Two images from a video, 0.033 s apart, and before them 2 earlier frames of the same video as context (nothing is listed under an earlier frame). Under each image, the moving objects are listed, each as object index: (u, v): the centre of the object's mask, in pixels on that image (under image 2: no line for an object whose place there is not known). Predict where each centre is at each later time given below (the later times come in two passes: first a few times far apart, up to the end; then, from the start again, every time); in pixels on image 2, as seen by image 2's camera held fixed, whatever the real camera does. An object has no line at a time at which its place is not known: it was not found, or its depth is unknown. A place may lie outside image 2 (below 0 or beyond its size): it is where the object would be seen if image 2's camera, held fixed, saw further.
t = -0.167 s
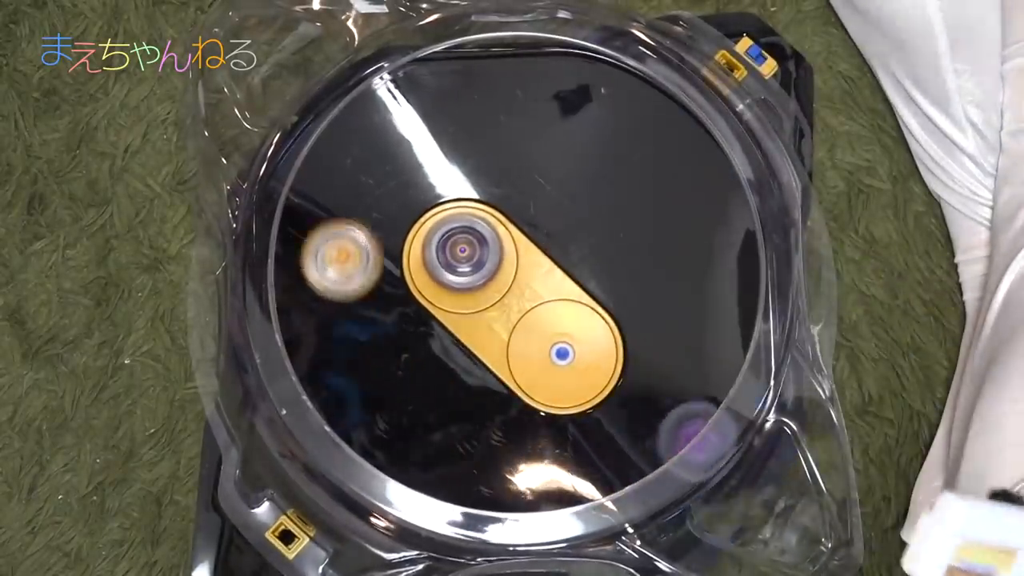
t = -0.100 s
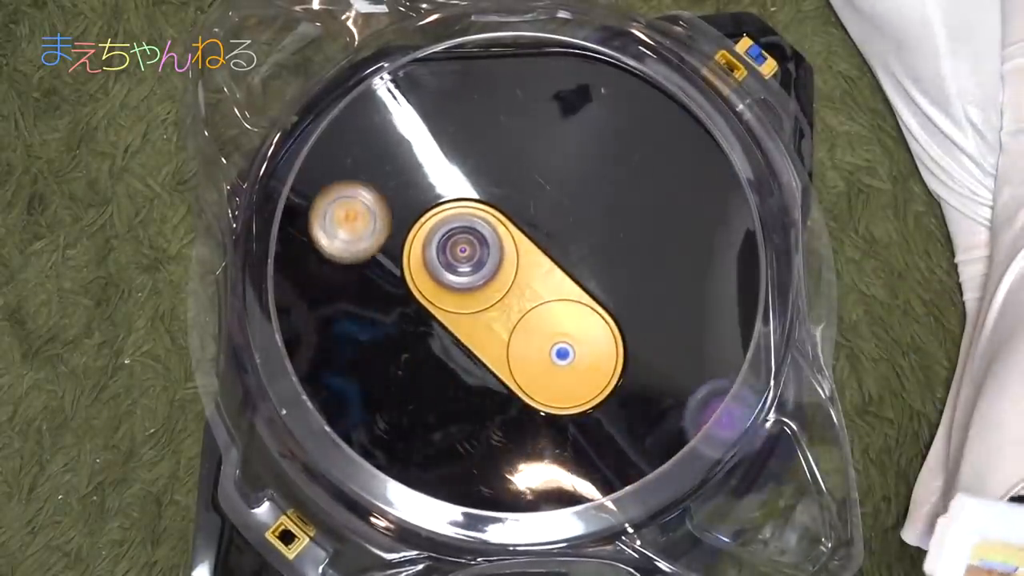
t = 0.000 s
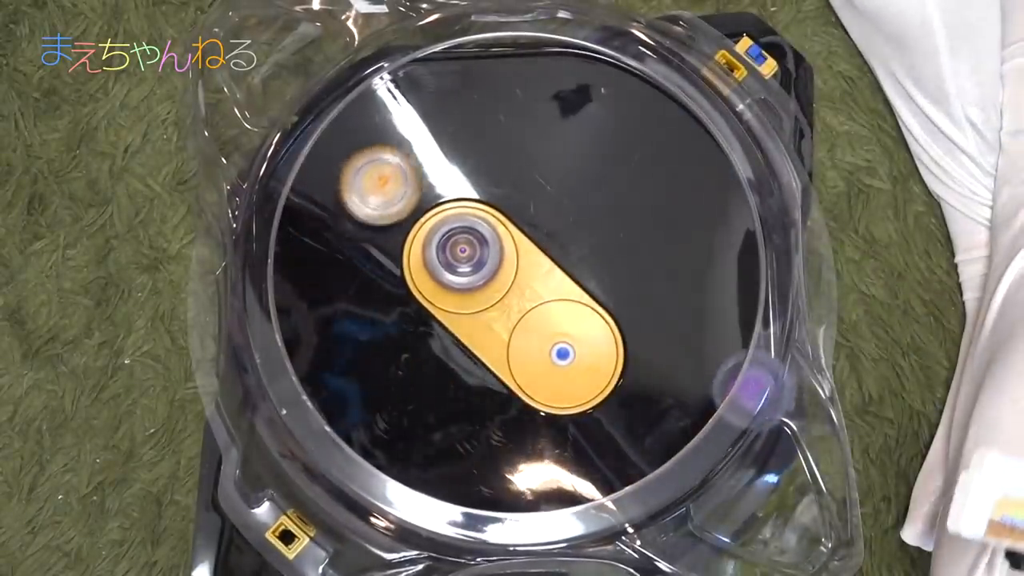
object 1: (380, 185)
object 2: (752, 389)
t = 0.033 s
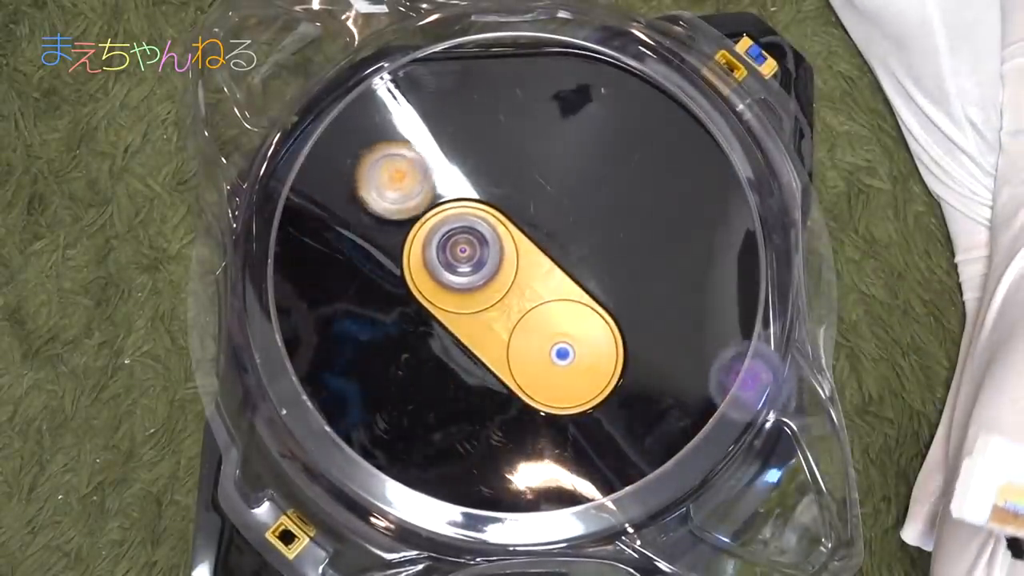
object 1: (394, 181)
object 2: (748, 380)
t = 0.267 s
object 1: (530, 181)
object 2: (635, 369)
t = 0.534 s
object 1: (637, 331)
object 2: (510, 418)
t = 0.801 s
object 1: (643, 454)
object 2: (487, 355)
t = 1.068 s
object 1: (596, 461)
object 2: (454, 349)
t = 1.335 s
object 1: (601, 408)
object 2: (475, 341)
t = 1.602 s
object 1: (603, 346)
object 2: (524, 445)
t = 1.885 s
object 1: (616, 318)
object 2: (705, 403)
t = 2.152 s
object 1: (604, 318)
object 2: (537, 173)
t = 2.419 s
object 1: (583, 297)
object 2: (262, 180)
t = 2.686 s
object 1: (536, 300)
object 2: (410, 122)
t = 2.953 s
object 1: (566, 353)
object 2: (286, 48)
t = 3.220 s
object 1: (563, 346)
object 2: (173, 110)
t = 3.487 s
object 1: (562, 349)
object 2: (132, 136)
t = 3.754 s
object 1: (562, 349)
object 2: (95, 173)
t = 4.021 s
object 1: (562, 349)
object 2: (40, 261)
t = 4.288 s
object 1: (562, 349)
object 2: (81, 331)
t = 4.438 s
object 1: (562, 349)
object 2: (60, 322)
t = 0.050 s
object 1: (402, 180)
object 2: (742, 375)
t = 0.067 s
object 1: (413, 179)
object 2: (737, 371)
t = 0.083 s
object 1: (424, 179)
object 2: (721, 363)
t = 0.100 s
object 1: (434, 178)
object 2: (718, 360)
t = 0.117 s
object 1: (445, 172)
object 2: (714, 358)
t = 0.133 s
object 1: (455, 167)
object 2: (710, 356)
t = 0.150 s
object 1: (464, 163)
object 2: (704, 355)
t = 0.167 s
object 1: (474, 160)
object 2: (697, 354)
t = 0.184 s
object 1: (484, 160)
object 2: (686, 354)
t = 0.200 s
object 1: (492, 161)
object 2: (677, 356)
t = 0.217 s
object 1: (502, 164)
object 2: (667, 358)
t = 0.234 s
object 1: (511, 169)
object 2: (657, 361)
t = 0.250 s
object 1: (520, 174)
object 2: (646, 365)
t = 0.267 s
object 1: (530, 181)
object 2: (635, 369)
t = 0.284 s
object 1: (540, 188)
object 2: (624, 373)
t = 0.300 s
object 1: (550, 197)
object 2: (612, 378)
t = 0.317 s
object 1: (558, 205)
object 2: (602, 384)
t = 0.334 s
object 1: (567, 214)
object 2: (592, 389)
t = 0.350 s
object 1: (575, 223)
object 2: (580, 395)
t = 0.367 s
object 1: (583, 231)
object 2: (570, 399)
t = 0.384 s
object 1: (591, 240)
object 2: (560, 403)
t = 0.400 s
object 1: (597, 249)
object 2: (551, 407)
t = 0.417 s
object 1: (604, 259)
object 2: (542, 411)
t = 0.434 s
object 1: (610, 268)
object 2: (534, 414)
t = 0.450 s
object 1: (616, 278)
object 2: (529, 416)
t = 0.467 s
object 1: (621, 288)
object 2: (523, 417)
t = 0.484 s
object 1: (626, 298)
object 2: (518, 418)
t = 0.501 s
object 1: (630, 308)
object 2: (514, 419)
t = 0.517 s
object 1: (634, 319)
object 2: (512, 419)
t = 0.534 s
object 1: (637, 331)
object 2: (510, 418)
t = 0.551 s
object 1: (639, 343)
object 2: (509, 418)
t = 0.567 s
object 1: (640, 355)
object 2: (509, 416)
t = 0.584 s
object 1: (639, 365)
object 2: (509, 415)
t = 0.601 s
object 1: (639, 375)
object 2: (511, 412)
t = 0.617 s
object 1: (637, 385)
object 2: (514, 410)
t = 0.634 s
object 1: (634, 393)
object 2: (517, 407)
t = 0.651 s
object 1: (631, 401)
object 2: (521, 405)
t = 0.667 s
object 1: (627, 408)
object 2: (527, 401)
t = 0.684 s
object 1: (622, 415)
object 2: (532, 398)
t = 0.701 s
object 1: (620, 421)
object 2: (535, 394)
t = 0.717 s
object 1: (626, 428)
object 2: (527, 388)
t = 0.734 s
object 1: (632, 434)
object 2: (518, 381)
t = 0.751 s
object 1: (636, 439)
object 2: (510, 374)
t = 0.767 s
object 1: (639, 445)
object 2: (502, 368)
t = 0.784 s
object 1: (642, 450)
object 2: (495, 361)
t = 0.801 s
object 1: (643, 454)
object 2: (487, 355)
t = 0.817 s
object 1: (642, 458)
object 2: (481, 349)
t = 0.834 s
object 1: (641, 461)
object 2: (474, 343)
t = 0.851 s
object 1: (639, 464)
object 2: (469, 336)
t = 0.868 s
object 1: (637, 467)
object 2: (462, 335)
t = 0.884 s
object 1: (634, 469)
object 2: (458, 336)
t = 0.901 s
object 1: (631, 471)
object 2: (454, 337)
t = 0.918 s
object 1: (628, 472)
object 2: (452, 337)
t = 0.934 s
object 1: (626, 473)
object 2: (449, 337)
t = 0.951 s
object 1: (623, 474)
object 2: (448, 338)
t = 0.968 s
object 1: (619, 474)
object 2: (447, 339)
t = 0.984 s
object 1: (616, 474)
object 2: (446, 340)
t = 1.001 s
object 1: (612, 473)
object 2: (446, 341)
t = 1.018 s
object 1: (609, 471)
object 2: (447, 343)
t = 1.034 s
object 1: (605, 469)
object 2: (449, 344)
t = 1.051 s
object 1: (600, 465)
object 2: (451, 346)
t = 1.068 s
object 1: (596, 461)
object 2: (454, 349)
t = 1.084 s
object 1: (592, 458)
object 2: (457, 352)
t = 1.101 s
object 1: (588, 454)
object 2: (461, 355)
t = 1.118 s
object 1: (583, 449)
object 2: (465, 358)
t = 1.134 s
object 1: (579, 444)
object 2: (470, 362)
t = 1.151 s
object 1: (575, 437)
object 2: (476, 367)
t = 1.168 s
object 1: (571, 431)
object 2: (482, 371)
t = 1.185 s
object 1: (567, 425)
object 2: (488, 376)
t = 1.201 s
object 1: (566, 420)
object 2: (494, 378)
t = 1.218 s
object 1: (571, 420)
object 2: (491, 372)
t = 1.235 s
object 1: (577, 420)
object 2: (487, 366)
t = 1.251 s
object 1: (582, 419)
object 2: (484, 359)
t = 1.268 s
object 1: (587, 418)
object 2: (481, 353)
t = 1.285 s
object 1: (591, 416)
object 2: (479, 347)
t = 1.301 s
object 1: (595, 414)
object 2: (478, 340)
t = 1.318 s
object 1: (599, 412)
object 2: (477, 335)
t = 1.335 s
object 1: (601, 408)
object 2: (475, 341)
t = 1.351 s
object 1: (603, 405)
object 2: (475, 348)
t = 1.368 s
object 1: (605, 401)
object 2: (475, 355)
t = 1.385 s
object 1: (606, 397)
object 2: (475, 362)
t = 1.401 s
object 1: (606, 393)
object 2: (476, 368)
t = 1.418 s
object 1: (607, 389)
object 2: (477, 375)
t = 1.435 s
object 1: (607, 385)
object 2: (478, 382)
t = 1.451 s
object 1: (607, 381)
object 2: (479, 388)
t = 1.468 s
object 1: (606, 376)
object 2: (482, 394)
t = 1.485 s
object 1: (606, 372)
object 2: (485, 401)
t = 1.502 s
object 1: (605, 368)
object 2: (488, 408)
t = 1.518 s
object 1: (605, 364)
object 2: (492, 414)
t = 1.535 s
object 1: (604, 360)
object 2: (497, 421)
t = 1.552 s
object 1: (604, 356)
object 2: (502, 427)
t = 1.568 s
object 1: (603, 352)
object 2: (509, 433)
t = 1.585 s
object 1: (603, 349)
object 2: (515, 439)
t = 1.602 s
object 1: (603, 346)
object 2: (524, 445)
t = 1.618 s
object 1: (603, 343)
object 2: (533, 450)
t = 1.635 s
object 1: (603, 339)
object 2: (544, 456)
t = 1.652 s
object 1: (604, 337)
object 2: (555, 463)
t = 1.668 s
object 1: (604, 334)
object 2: (569, 467)
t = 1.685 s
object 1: (606, 332)
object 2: (582, 470)
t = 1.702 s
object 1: (606, 330)
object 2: (595, 470)
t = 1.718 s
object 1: (607, 328)
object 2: (609, 470)
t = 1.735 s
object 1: (608, 326)
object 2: (621, 468)
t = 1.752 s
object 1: (609, 325)
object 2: (633, 465)
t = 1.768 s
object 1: (610, 323)
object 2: (645, 461)
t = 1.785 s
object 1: (611, 322)
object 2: (656, 456)
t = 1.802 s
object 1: (613, 320)
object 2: (666, 450)
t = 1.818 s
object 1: (614, 319)
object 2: (676, 442)
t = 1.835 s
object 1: (615, 319)
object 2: (685, 434)
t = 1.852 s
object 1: (616, 318)
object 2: (692, 425)
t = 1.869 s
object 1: (616, 318)
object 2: (698, 416)
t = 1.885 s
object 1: (616, 318)
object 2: (705, 403)
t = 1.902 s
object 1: (616, 319)
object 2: (711, 391)
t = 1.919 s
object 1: (615, 320)
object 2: (714, 379)
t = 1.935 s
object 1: (614, 320)
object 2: (716, 366)
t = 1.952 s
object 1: (613, 321)
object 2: (717, 353)
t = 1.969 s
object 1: (612, 322)
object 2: (716, 338)
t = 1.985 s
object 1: (610, 323)
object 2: (712, 325)
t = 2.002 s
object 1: (609, 323)
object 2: (704, 309)
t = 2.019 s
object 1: (608, 324)
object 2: (695, 293)
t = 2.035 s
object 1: (608, 324)
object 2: (683, 278)
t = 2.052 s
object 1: (607, 323)
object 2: (667, 262)
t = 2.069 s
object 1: (606, 322)
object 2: (651, 246)
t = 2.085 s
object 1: (606, 322)
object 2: (631, 230)
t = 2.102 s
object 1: (605, 321)
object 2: (610, 215)
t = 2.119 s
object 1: (605, 320)
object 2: (587, 201)
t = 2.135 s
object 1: (605, 319)
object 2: (564, 186)
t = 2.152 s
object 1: (604, 318)
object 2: (537, 173)
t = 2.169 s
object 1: (604, 317)
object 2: (512, 162)
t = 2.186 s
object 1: (603, 315)
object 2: (483, 150)
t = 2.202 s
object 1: (603, 313)
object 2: (455, 142)
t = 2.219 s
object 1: (603, 311)
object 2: (415, 137)
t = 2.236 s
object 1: (602, 309)
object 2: (378, 131)
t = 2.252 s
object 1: (601, 308)
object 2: (351, 128)
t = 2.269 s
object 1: (600, 307)
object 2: (328, 125)
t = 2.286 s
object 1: (599, 307)
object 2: (303, 128)
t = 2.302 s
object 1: (597, 307)
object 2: (283, 138)
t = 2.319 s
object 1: (595, 307)
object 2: (265, 151)
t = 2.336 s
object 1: (593, 307)
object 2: (253, 161)
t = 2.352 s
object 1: (592, 306)
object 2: (245, 176)
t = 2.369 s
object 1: (590, 304)
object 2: (251, 181)
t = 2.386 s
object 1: (588, 302)
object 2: (255, 181)
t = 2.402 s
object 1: (586, 299)
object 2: (258, 180)
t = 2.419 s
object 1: (583, 297)
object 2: (262, 180)
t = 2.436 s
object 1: (581, 296)
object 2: (267, 181)
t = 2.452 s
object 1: (577, 294)
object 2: (273, 181)
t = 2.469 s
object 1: (575, 294)
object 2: (283, 182)
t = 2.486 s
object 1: (572, 294)
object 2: (296, 183)
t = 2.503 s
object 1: (569, 293)
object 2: (308, 183)
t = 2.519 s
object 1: (565, 293)
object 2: (321, 186)
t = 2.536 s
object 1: (562, 294)
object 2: (337, 191)
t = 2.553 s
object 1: (558, 294)
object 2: (354, 195)
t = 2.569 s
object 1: (555, 294)
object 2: (371, 199)
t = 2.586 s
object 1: (551, 295)
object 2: (387, 201)
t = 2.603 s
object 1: (548, 296)
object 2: (397, 196)
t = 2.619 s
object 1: (544, 296)
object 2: (400, 183)
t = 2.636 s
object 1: (541, 296)
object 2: (404, 172)
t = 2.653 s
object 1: (538, 297)
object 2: (408, 154)
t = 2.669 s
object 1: (536, 298)
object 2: (410, 138)
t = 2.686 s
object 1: (536, 300)
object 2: (410, 122)
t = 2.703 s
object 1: (535, 302)
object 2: (409, 107)
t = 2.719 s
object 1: (534, 303)
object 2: (409, 97)
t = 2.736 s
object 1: (533, 304)
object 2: (405, 83)
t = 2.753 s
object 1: (532, 306)
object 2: (401, 72)
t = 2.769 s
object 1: (529, 306)
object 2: (398, 63)
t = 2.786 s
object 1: (528, 307)
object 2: (395, 55)
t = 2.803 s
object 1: (532, 311)
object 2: (390, 48)
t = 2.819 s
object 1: (537, 316)
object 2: (386, 44)
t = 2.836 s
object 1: (541, 320)
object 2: (381, 43)
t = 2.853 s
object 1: (545, 324)
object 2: (369, 41)
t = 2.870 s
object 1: (549, 328)
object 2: (358, 40)
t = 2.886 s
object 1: (552, 331)
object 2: (346, 44)
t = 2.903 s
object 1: (555, 335)
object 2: (332, 49)
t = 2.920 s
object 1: (558, 339)
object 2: (320, 49)
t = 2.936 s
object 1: (563, 349)
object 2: (300, 49)
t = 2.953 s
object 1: (566, 353)
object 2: (286, 48)
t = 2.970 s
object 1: (566, 350)
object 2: (278, 46)
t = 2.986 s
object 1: (564, 349)
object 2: (265, 56)
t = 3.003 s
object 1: (562, 350)
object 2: (258, 73)
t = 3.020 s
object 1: (562, 350)
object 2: (254, 89)
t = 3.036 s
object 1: (563, 348)
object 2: (240, 99)
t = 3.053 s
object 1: (563, 348)
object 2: (234, 98)
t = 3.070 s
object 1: (563, 348)
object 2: (229, 96)
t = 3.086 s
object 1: (563, 348)
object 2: (223, 96)
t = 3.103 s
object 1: (563, 349)
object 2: (212, 96)
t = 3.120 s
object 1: (563, 349)
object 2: (205, 97)
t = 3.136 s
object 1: (563, 348)
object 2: (198, 99)
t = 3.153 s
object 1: (563, 348)
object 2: (194, 101)
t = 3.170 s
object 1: (563, 347)
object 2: (187, 106)
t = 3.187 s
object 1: (563, 347)
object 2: (182, 110)
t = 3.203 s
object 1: (563, 347)
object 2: (177, 112)
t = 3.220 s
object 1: (563, 346)
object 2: (173, 110)
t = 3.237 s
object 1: (563, 348)
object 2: (169, 111)
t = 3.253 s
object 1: (563, 346)
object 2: (166, 112)
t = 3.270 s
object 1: (563, 348)
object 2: (166, 112)
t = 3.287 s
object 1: (563, 348)
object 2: (165, 114)
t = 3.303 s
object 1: (563, 348)
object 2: (162, 117)
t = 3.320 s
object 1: (563, 349)
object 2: (159, 119)
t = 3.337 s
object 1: (562, 349)
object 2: (155, 119)
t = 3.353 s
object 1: (562, 348)
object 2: (154, 120)
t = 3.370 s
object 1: (562, 349)
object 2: (152, 122)
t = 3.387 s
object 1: (562, 349)
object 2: (150, 124)
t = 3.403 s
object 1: (562, 349)
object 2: (148, 126)
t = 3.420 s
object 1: (563, 349)
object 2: (145, 127)
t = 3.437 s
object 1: (563, 349)
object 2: (141, 129)
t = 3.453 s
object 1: (563, 349)
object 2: (138, 131)
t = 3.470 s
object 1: (563, 349)
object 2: (135, 134)
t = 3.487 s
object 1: (562, 349)
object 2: (132, 136)
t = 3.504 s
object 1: (563, 348)
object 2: (130, 140)
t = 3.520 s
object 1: (563, 348)
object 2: (129, 143)
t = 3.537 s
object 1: (562, 349)
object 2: (127, 145)
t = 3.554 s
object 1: (563, 348)
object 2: (125, 148)
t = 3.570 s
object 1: (563, 348)
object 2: (122, 151)
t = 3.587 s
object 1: (562, 349)
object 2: (118, 154)
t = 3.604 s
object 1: (562, 348)
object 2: (116, 155)
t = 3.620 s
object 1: (563, 347)
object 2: (113, 157)
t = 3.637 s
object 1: (563, 348)
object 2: (111, 158)
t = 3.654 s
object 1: (562, 348)
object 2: (110, 159)
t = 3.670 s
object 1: (562, 348)
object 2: (108, 160)
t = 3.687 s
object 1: (562, 348)
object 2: (106, 162)
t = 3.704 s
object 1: (562, 348)
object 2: (104, 164)
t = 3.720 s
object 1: (562, 348)
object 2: (101, 167)
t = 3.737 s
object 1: (562, 348)
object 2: (98, 170)
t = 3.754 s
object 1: (562, 349)
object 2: (95, 173)
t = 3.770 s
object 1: (562, 349)
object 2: (92, 176)
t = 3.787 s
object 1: (562, 349)
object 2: (89, 180)
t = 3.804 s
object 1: (562, 349)
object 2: (87, 183)
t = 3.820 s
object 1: (562, 348)
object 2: (84, 187)
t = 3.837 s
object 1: (562, 348)
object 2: (81, 191)
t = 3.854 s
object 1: (562, 349)
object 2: (77, 197)
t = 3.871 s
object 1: (562, 349)
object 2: (72, 203)
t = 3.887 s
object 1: (562, 349)
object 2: (65, 210)
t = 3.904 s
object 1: (563, 349)
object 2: (60, 215)
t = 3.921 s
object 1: (563, 349)
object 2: (55, 221)
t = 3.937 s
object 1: (562, 349)
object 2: (51, 227)
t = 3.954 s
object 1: (563, 349)
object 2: (48, 233)
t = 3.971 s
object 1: (563, 348)
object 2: (45, 240)
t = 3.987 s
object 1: (562, 348)
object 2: (43, 245)
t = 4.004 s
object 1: (562, 349)
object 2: (41, 252)
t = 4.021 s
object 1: (562, 349)
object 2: (40, 261)
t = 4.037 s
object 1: (563, 348)
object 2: (38, 270)
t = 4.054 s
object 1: (563, 349)
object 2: (37, 278)
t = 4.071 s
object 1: (563, 349)
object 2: (36, 288)
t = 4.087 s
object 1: (563, 349)
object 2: (36, 297)
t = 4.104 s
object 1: (562, 349)
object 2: (38, 305)
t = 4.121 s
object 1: (562, 349)
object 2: (40, 311)
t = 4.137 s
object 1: (562, 349)
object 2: (43, 317)
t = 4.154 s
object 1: (562, 349)
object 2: (46, 322)
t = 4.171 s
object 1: (562, 349)
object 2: (50, 326)
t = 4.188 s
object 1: (562, 349)
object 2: (55, 328)
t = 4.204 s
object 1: (562, 349)
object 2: (60, 329)
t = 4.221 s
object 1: (562, 349)
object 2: (67, 330)
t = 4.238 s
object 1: (562, 349)
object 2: (73, 331)
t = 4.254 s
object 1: (562, 349)
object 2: (78, 332)
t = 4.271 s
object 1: (562, 349)
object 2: (80, 331)
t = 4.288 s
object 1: (562, 349)
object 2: (81, 331)
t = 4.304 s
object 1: (562, 349)
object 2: (81, 330)
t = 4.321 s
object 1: (562, 349)
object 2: (79, 329)
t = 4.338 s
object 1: (563, 349)
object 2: (77, 329)
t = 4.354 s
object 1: (562, 349)
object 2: (73, 327)
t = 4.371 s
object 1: (563, 349)
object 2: (70, 327)
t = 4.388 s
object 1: (563, 349)
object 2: (67, 325)
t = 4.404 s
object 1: (563, 349)
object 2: (65, 324)
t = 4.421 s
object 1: (562, 349)
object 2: (63, 323)
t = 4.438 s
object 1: (562, 349)
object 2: (60, 322)
